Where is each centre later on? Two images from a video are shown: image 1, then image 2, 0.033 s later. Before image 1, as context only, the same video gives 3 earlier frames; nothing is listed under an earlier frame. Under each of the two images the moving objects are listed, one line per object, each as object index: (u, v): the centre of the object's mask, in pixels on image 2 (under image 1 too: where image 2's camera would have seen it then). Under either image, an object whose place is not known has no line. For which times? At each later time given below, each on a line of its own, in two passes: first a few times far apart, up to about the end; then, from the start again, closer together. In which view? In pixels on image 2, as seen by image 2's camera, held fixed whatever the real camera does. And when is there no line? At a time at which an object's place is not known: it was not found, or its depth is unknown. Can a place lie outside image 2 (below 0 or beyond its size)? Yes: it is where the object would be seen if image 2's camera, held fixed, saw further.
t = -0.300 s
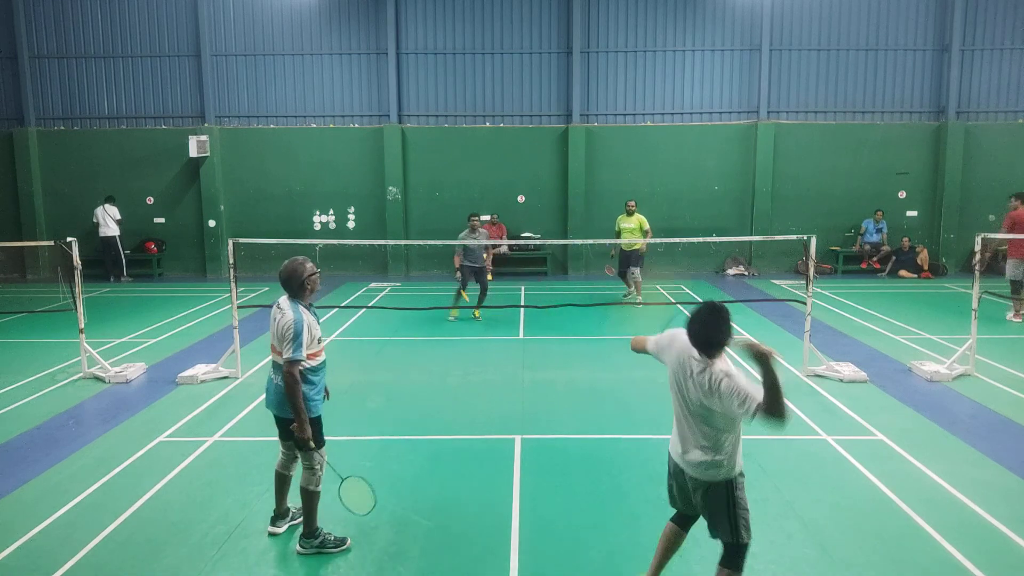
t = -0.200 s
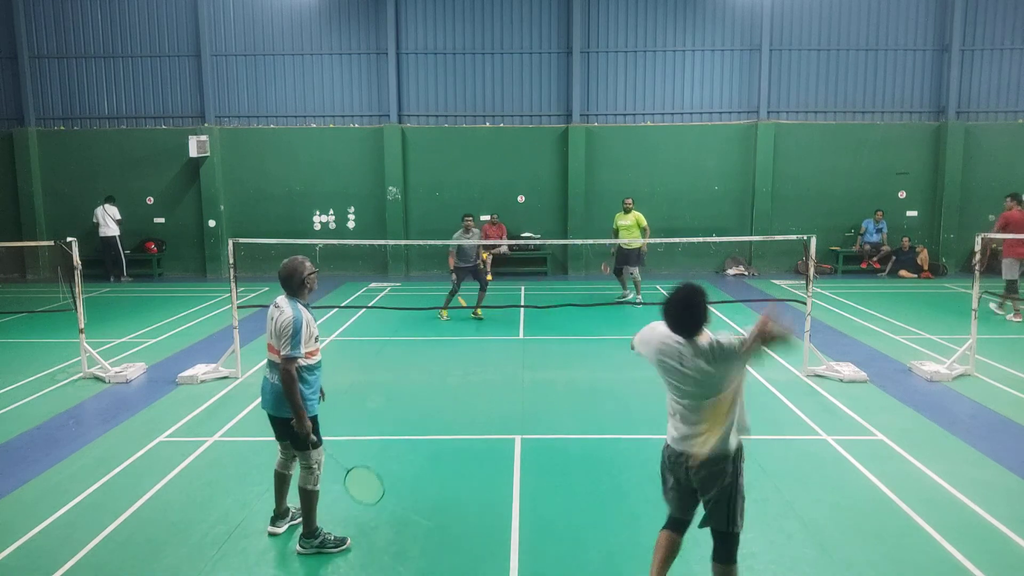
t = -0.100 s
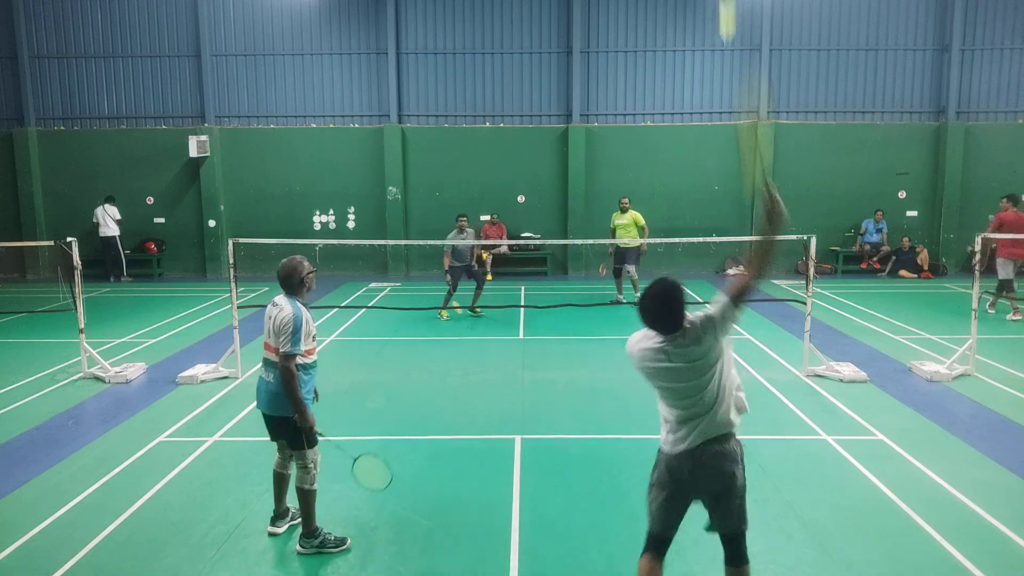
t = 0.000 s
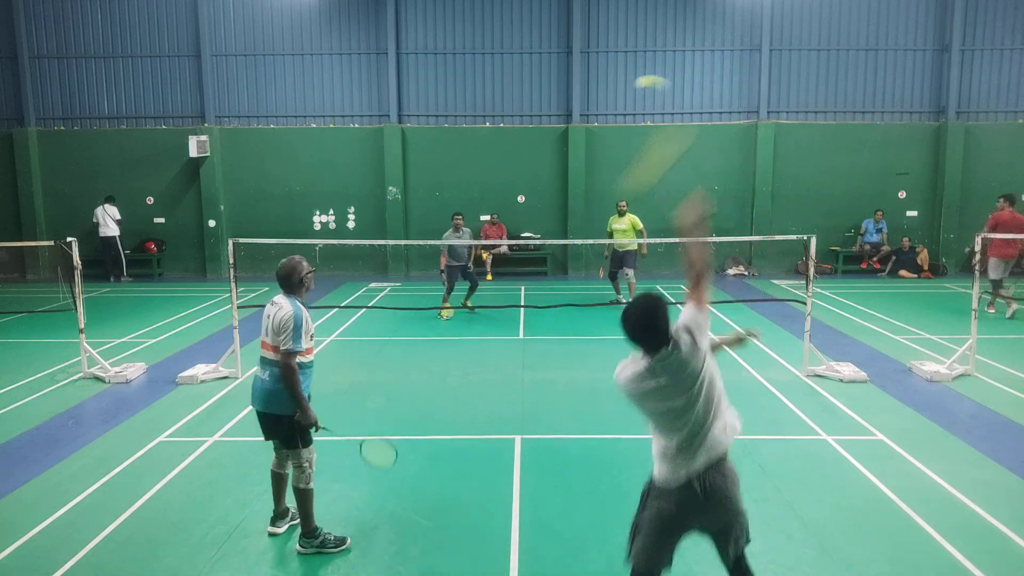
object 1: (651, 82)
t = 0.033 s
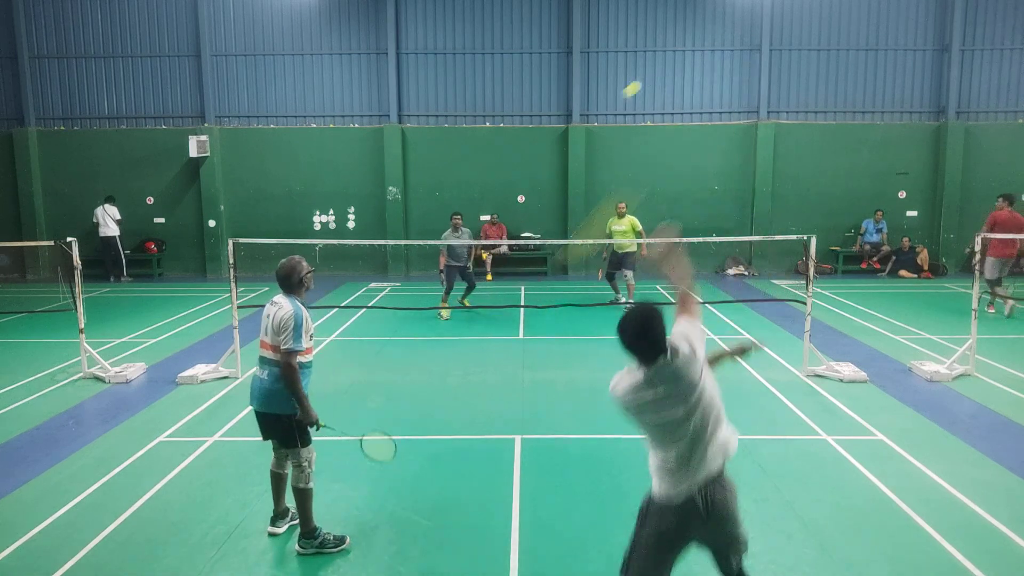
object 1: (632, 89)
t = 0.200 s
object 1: (582, 119)
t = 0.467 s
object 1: (557, 176)
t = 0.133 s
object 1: (595, 107)
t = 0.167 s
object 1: (588, 113)
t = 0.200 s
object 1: (582, 119)
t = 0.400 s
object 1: (561, 160)
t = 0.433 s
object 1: (559, 168)
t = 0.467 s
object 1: (557, 176)
